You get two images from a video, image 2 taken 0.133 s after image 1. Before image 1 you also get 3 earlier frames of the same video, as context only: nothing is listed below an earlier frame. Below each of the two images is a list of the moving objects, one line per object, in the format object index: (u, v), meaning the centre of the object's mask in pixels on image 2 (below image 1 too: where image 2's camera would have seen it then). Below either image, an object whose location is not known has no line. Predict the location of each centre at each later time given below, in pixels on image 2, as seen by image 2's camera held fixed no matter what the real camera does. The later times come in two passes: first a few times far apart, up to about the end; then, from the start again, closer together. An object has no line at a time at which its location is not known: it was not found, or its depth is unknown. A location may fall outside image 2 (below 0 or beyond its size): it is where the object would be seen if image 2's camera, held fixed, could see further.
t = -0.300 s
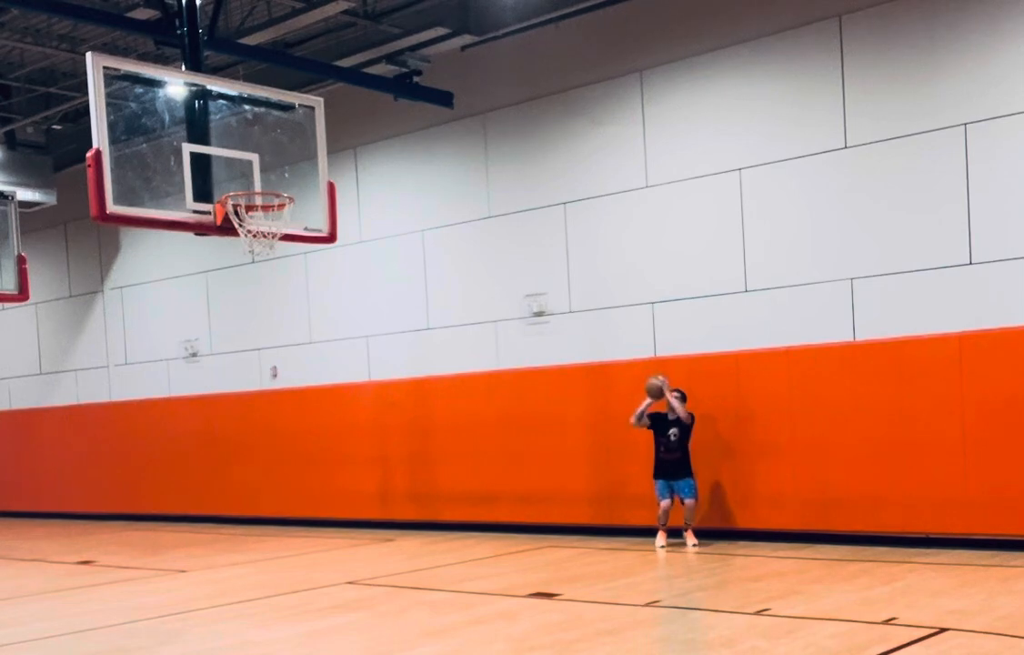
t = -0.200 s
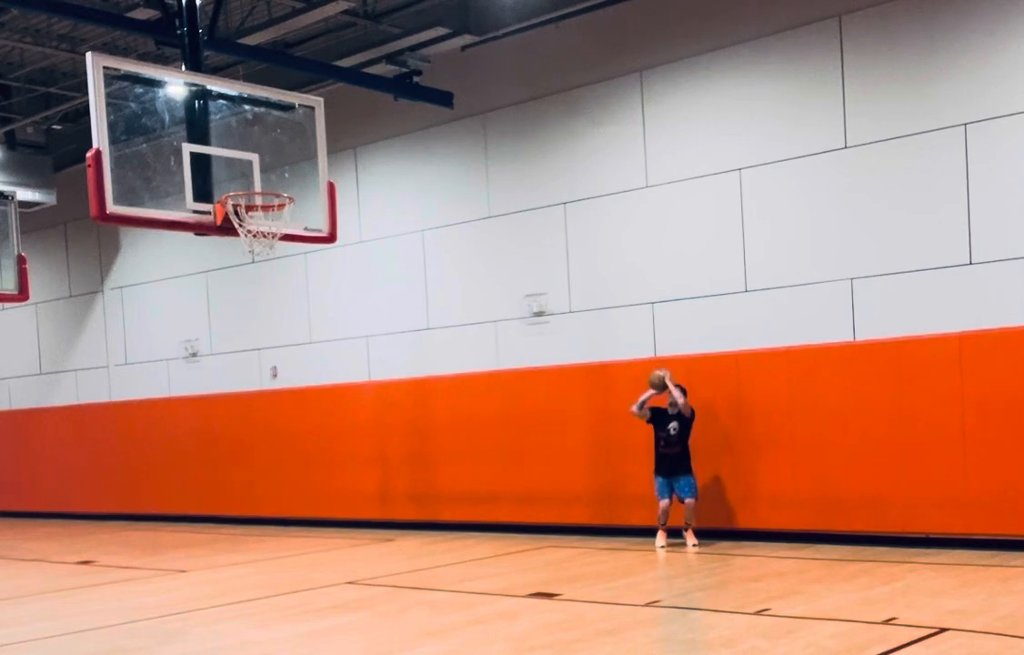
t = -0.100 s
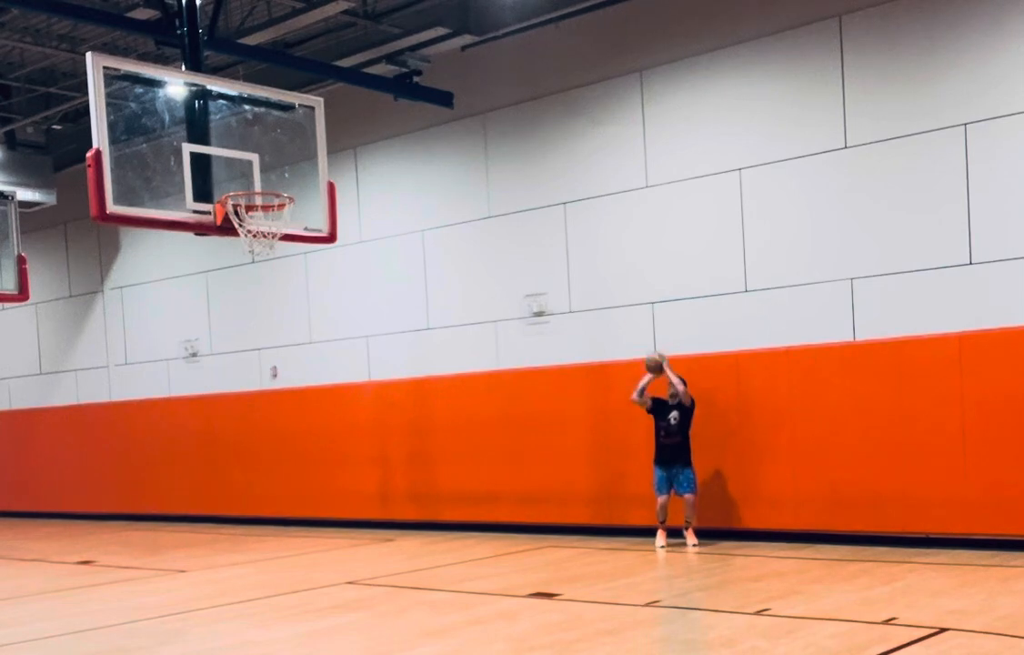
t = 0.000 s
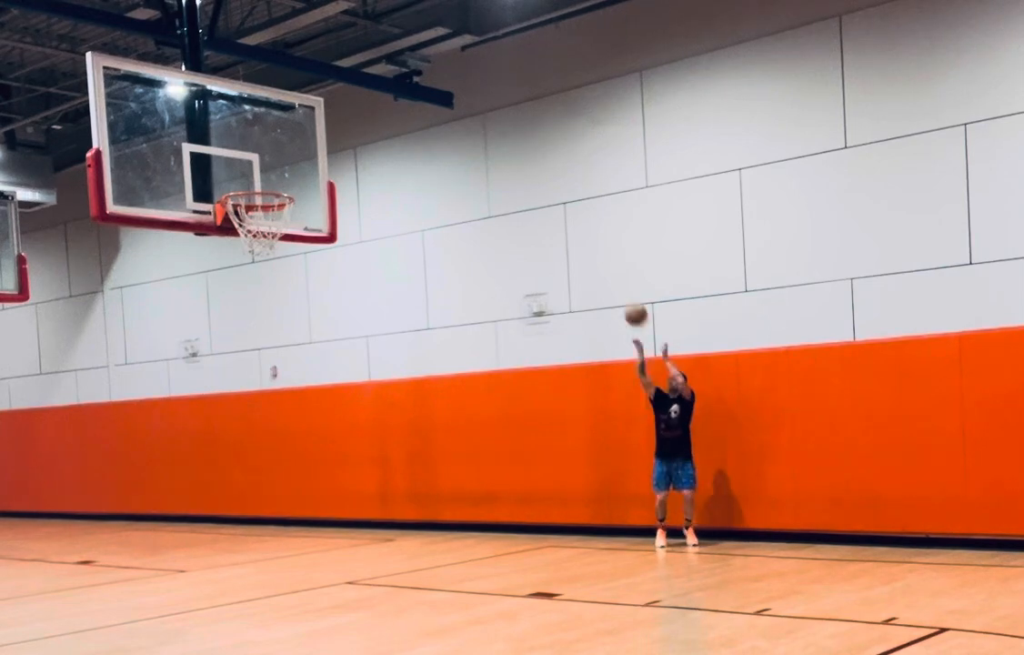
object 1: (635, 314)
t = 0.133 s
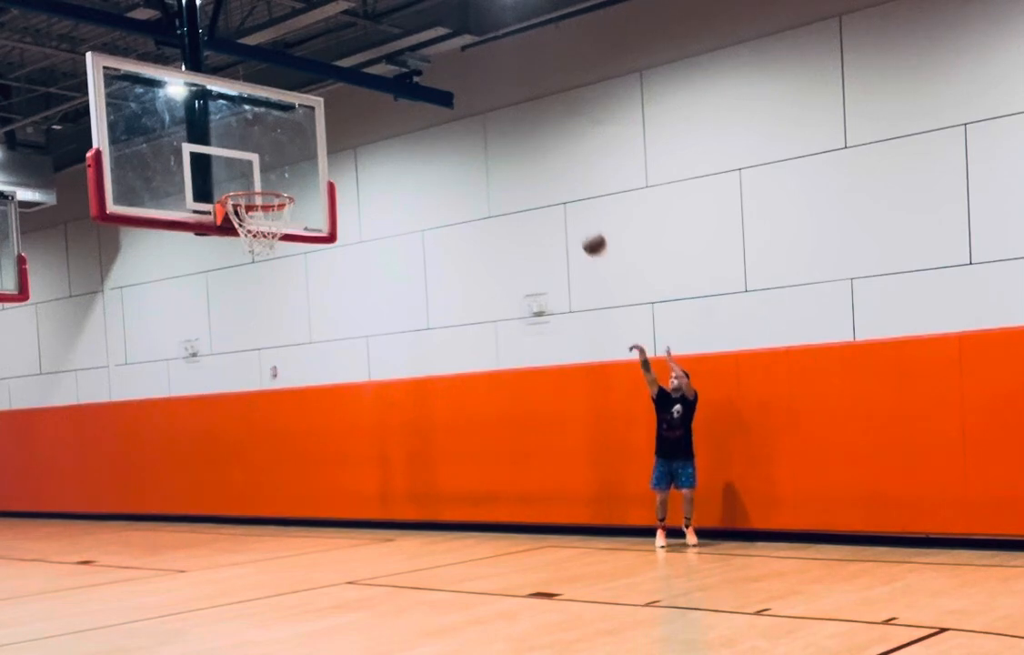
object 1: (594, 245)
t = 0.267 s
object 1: (549, 184)
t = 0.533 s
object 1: (452, 110)
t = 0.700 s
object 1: (383, 101)
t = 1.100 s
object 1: (274, 187)
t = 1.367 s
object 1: (270, 150)
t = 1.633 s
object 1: (272, 198)
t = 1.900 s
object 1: (248, 249)
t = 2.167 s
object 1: (249, 335)
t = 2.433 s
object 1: (258, 513)
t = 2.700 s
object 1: (269, 523)
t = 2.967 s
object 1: (289, 430)
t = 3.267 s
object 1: (317, 441)
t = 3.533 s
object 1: (348, 552)
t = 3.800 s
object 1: (367, 534)
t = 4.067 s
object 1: (380, 496)
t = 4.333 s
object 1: (400, 553)
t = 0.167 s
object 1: (584, 229)
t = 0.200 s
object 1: (572, 212)
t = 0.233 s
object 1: (561, 200)
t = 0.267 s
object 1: (549, 184)
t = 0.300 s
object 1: (537, 171)
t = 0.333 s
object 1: (525, 159)
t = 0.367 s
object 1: (513, 149)
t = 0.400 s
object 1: (501, 139)
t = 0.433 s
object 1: (489, 130)
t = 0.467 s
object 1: (476, 122)
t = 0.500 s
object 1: (464, 116)
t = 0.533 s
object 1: (452, 110)
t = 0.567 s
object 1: (440, 106)
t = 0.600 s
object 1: (426, 103)
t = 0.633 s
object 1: (411, 102)
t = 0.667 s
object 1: (398, 101)
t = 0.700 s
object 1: (383, 101)
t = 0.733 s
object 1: (370, 104)
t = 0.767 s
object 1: (356, 109)
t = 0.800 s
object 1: (341, 114)
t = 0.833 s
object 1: (325, 122)
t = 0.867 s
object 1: (307, 132)
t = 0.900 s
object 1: (292, 141)
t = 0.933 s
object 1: (278, 153)
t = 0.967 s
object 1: (261, 167)
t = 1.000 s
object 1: (243, 180)
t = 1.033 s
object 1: (245, 183)
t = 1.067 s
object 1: (261, 184)
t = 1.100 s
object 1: (274, 187)
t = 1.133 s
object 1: (271, 179)
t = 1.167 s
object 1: (271, 172)
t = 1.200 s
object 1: (271, 164)
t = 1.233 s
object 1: (270, 158)
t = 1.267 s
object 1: (270, 155)
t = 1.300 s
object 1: (270, 151)
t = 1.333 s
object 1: (270, 150)
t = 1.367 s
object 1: (270, 150)
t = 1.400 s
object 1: (270, 151)
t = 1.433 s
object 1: (271, 154)
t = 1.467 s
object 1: (272, 159)
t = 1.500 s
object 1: (273, 166)
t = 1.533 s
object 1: (273, 173)
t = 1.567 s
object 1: (273, 181)
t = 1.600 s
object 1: (275, 193)
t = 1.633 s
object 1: (272, 198)
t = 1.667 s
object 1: (266, 204)
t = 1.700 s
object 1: (261, 213)
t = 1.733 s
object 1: (258, 216)
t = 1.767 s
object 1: (260, 222)
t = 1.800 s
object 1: (249, 239)
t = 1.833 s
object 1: (248, 242)
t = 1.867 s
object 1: (248, 248)
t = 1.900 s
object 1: (248, 249)
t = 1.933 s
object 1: (248, 253)
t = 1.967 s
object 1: (248, 262)
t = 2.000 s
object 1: (247, 270)
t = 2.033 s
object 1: (248, 280)
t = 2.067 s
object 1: (248, 292)
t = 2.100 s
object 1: (248, 305)
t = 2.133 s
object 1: (248, 319)
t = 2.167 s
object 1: (249, 335)
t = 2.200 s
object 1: (250, 352)
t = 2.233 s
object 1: (252, 371)
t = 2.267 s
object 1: (252, 392)
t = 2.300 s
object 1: (254, 411)
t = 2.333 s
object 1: (255, 436)
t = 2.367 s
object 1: (256, 460)
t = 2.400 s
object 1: (257, 486)
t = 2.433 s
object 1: (258, 513)
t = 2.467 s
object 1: (258, 542)
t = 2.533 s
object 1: (262, 605)
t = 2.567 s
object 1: (264, 606)
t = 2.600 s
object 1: (265, 583)
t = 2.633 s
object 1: (266, 562)
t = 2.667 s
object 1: (268, 542)
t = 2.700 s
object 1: (269, 523)
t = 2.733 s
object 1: (272, 506)
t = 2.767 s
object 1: (274, 490)
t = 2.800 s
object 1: (276, 477)
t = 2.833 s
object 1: (278, 464)
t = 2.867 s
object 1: (281, 454)
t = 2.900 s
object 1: (283, 445)
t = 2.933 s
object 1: (286, 436)
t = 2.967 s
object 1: (289, 430)
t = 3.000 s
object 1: (292, 426)
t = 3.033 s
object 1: (295, 422)
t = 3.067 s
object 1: (297, 421)
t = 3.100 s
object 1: (300, 420)
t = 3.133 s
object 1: (304, 421)
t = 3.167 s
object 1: (307, 424)
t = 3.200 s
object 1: (310, 428)
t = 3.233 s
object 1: (314, 434)
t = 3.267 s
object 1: (317, 441)
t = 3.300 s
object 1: (321, 449)
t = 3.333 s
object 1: (324, 460)
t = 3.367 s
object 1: (329, 471)
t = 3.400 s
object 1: (332, 484)
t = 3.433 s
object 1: (336, 498)
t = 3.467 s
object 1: (340, 514)
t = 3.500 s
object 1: (344, 532)
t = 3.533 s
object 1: (348, 552)
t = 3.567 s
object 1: (353, 573)
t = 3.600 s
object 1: (357, 595)
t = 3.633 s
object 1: (360, 609)
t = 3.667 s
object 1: (362, 591)
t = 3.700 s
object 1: (362, 575)
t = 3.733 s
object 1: (364, 559)
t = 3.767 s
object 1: (365, 547)
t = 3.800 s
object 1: (367, 534)
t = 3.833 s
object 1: (368, 524)
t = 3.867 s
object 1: (369, 516)
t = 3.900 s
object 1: (371, 510)
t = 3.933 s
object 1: (373, 503)
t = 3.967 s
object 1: (375, 500)
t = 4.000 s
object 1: (376, 497)
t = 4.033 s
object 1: (379, 496)
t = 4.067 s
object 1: (380, 496)
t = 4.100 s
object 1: (382, 498)
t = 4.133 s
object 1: (385, 501)
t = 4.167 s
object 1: (387, 506)
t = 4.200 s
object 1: (390, 513)
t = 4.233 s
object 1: (393, 520)
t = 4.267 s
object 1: (394, 529)
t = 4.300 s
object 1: (397, 540)
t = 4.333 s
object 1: (400, 553)
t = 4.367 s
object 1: (403, 566)
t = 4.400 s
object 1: (406, 581)
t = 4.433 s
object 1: (408, 598)
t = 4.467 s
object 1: (411, 600)
